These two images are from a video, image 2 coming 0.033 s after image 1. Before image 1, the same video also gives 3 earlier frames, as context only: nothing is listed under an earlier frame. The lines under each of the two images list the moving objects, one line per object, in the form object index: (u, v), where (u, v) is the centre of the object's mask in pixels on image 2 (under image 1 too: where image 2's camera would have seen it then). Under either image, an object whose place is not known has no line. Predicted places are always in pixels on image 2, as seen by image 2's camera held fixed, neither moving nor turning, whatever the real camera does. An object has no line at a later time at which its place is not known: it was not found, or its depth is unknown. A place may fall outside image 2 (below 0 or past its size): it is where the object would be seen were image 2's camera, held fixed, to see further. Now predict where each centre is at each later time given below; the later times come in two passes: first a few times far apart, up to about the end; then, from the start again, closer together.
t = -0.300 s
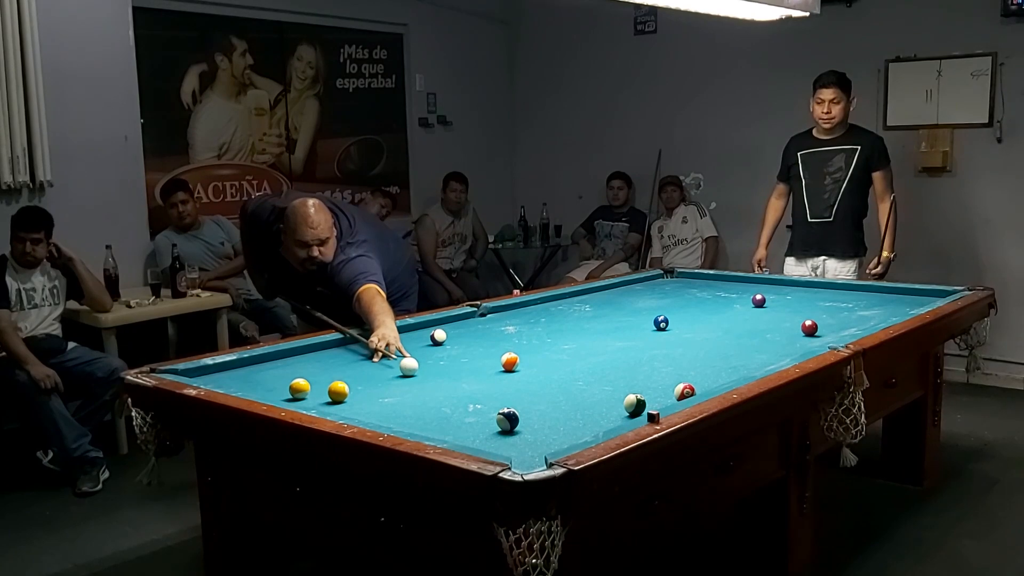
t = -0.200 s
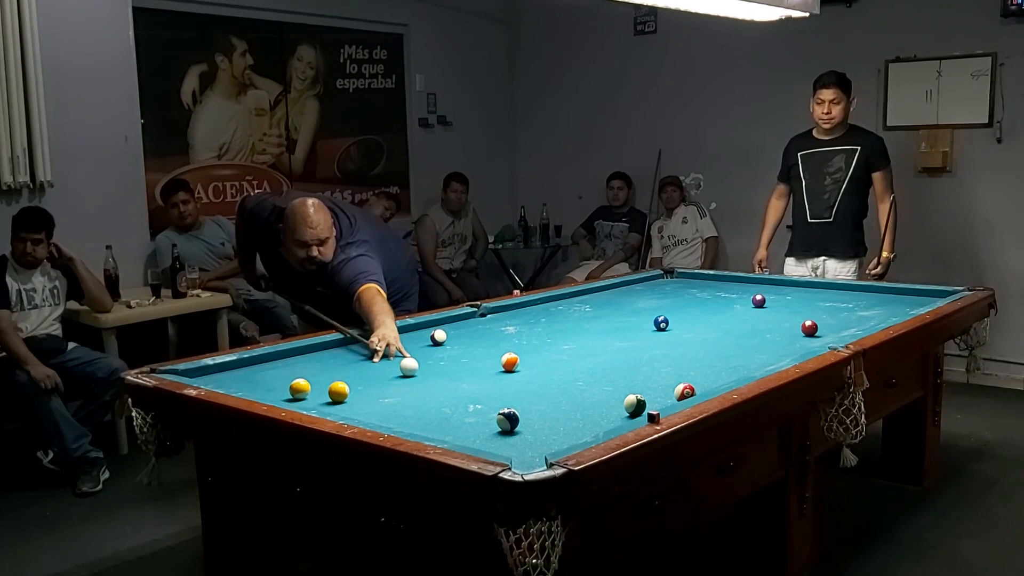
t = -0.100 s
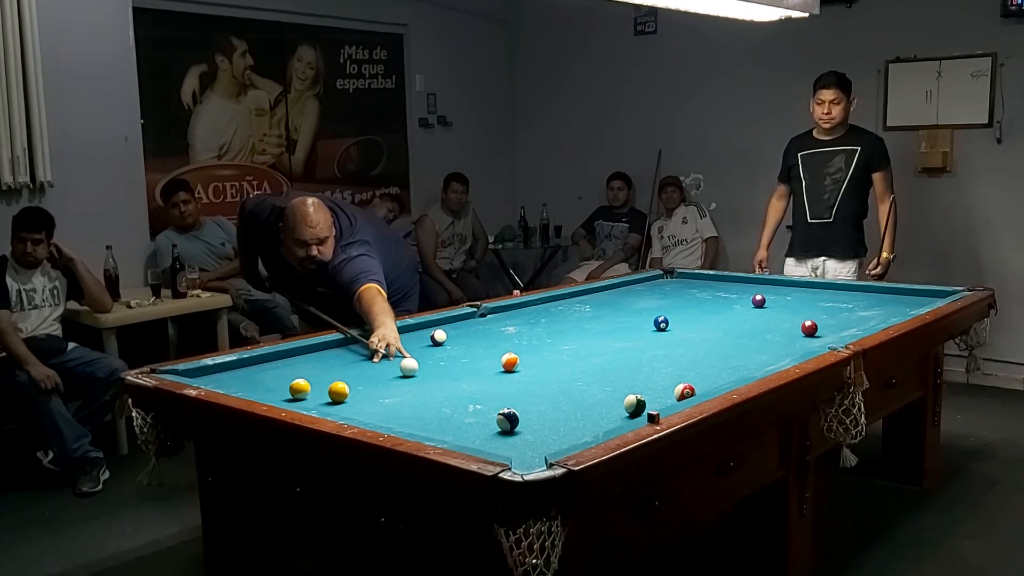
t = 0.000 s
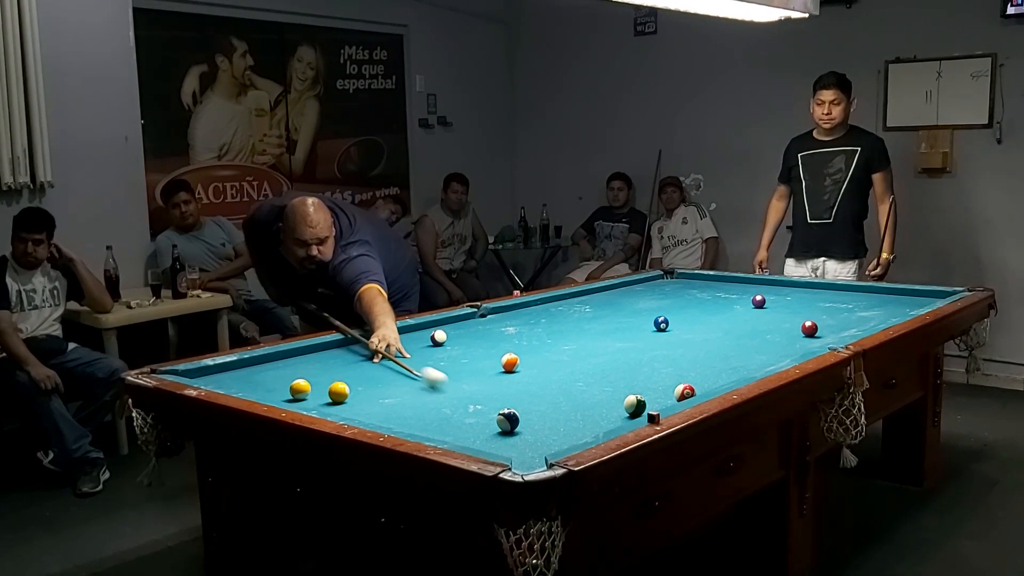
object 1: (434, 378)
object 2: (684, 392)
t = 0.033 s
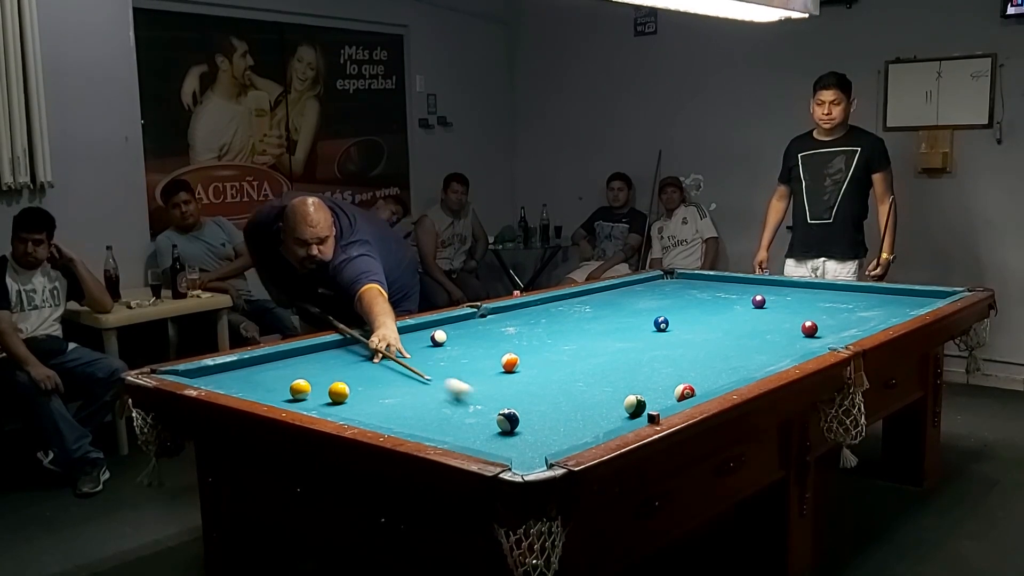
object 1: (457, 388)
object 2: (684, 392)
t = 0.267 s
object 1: (601, 409)
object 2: (684, 392)
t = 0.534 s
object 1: (644, 407)
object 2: (692, 390)
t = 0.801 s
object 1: (642, 400)
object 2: (712, 383)
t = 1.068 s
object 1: (639, 390)
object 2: (723, 378)
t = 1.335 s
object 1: (636, 382)
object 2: (732, 374)
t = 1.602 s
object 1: (633, 375)
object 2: (740, 370)
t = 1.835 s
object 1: (632, 370)
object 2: (746, 367)
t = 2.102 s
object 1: (630, 364)
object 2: (753, 364)
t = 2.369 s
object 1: (628, 359)
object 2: (760, 361)
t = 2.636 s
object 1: (627, 355)
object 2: (765, 359)
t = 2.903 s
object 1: (626, 351)
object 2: (770, 357)
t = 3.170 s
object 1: (625, 348)
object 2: (774, 355)
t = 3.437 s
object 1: (624, 345)
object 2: (778, 354)
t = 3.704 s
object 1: (622, 343)
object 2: (781, 352)
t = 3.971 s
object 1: (620, 340)
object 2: (783, 351)
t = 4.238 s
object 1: (619, 338)
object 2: (784, 351)
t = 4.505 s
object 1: (617, 337)
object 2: (785, 350)
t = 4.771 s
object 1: (615, 336)
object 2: (785, 350)
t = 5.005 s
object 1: (614, 335)
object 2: (785, 350)
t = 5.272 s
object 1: (613, 334)
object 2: (785, 350)
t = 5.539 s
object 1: (611, 334)
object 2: (785, 350)
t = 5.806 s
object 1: (610, 333)
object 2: (786, 350)
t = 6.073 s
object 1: (610, 333)
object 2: (785, 350)
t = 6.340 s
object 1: (610, 334)
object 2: (785, 350)
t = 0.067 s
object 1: (485, 401)
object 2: (684, 392)
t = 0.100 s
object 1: (511, 409)
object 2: (684, 392)
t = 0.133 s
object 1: (531, 412)
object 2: (684, 392)
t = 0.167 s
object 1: (550, 411)
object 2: (684, 392)
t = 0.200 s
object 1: (568, 411)
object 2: (684, 392)
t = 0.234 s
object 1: (585, 410)
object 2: (684, 392)
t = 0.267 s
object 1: (601, 409)
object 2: (684, 392)
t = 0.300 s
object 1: (616, 409)
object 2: (684, 392)
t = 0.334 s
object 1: (623, 410)
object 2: (684, 392)
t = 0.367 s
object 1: (629, 410)
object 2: (684, 392)
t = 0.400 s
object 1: (636, 410)
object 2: (684, 392)
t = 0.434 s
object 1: (641, 409)
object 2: (684, 392)
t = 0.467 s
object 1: (646, 408)
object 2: (685, 392)
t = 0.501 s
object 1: (645, 408)
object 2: (688, 391)
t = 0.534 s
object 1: (644, 407)
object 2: (692, 390)
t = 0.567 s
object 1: (644, 406)
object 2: (696, 389)
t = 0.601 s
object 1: (644, 406)
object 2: (699, 388)
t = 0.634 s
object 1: (644, 405)
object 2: (702, 387)
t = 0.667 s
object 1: (643, 404)
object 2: (705, 386)
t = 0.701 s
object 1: (643, 403)
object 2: (708, 385)
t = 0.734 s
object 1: (643, 402)
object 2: (710, 384)
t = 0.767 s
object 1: (642, 401)
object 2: (712, 384)
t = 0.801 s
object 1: (642, 400)
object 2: (712, 383)
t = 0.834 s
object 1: (642, 399)
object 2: (714, 382)
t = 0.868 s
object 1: (641, 396)
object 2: (716, 381)
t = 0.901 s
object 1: (640, 395)
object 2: (717, 381)
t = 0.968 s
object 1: (640, 394)
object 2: (719, 380)
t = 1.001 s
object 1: (640, 393)
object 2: (720, 379)
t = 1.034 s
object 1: (639, 391)
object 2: (722, 378)
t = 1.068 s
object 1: (639, 390)
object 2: (723, 378)
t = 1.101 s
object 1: (638, 389)
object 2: (724, 377)
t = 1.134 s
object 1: (638, 388)
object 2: (725, 377)
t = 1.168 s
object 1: (638, 387)
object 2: (726, 376)
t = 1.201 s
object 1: (637, 386)
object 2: (727, 376)
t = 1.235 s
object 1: (637, 385)
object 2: (728, 375)
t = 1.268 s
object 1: (637, 384)
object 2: (729, 375)
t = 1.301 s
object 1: (636, 383)
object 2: (730, 374)
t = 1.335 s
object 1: (636, 382)
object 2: (732, 374)
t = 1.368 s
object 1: (636, 381)
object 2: (732, 373)
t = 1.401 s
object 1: (635, 380)
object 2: (734, 373)
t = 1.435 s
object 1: (635, 379)
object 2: (735, 372)
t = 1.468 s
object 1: (635, 379)
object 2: (736, 372)
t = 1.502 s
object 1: (634, 378)
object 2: (737, 371)
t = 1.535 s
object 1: (634, 377)
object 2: (738, 371)
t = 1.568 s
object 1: (634, 376)
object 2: (739, 370)
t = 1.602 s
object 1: (633, 375)
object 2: (740, 370)
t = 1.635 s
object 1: (633, 375)
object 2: (741, 369)
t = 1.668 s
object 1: (633, 374)
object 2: (742, 369)
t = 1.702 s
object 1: (633, 373)
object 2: (742, 369)
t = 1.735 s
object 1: (632, 372)
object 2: (743, 368)
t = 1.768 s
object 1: (632, 371)
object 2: (744, 368)
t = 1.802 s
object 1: (632, 370)
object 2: (745, 367)
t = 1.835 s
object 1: (632, 370)
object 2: (746, 367)
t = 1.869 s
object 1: (631, 369)
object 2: (747, 366)
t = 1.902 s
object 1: (631, 368)
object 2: (748, 366)
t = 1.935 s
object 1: (631, 368)
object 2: (749, 366)
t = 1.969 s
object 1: (631, 367)
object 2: (750, 365)
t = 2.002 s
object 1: (630, 366)
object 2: (751, 365)
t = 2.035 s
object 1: (630, 366)
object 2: (752, 364)
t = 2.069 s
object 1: (630, 365)
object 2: (753, 364)
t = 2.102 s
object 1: (630, 364)
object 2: (753, 364)
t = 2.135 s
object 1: (630, 364)
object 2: (754, 364)
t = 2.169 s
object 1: (630, 363)
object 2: (755, 363)
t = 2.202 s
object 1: (629, 362)
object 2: (756, 363)
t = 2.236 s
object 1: (629, 362)
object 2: (757, 362)
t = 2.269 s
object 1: (629, 361)
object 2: (758, 362)
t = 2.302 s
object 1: (629, 361)
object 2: (758, 362)
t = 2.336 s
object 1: (629, 360)
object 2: (759, 361)
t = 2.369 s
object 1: (628, 359)
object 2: (760, 361)
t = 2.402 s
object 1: (628, 359)
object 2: (761, 361)
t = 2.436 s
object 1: (628, 358)
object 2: (761, 360)
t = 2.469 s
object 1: (628, 358)
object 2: (762, 360)
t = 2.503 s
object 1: (628, 357)
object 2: (763, 360)
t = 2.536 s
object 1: (628, 357)
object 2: (763, 359)
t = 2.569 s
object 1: (628, 356)
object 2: (764, 359)
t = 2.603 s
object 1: (627, 356)
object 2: (765, 359)
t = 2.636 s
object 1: (627, 355)
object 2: (765, 359)
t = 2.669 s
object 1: (627, 355)
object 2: (766, 359)
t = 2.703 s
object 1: (627, 354)
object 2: (767, 358)
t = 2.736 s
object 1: (627, 354)
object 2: (767, 358)
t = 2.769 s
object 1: (627, 353)
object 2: (768, 358)
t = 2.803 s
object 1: (627, 353)
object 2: (768, 357)
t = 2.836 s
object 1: (627, 352)
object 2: (769, 357)
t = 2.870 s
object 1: (626, 352)
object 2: (770, 357)
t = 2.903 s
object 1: (626, 351)
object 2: (770, 357)
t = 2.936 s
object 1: (626, 351)
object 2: (771, 356)
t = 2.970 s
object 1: (626, 350)
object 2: (771, 356)
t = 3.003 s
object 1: (626, 350)
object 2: (772, 356)
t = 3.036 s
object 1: (626, 349)
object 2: (772, 356)
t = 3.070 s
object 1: (626, 349)
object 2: (773, 356)
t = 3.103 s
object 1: (625, 349)
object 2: (773, 355)
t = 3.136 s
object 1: (625, 348)
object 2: (773, 355)
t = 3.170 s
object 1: (625, 348)
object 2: (774, 355)
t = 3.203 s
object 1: (625, 348)
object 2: (774, 355)
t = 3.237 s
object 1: (625, 347)
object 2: (775, 355)
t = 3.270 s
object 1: (625, 347)
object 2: (775, 354)
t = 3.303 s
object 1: (624, 346)
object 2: (776, 354)
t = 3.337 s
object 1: (624, 346)
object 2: (776, 354)
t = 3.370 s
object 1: (624, 346)
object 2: (777, 354)
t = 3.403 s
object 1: (624, 345)
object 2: (777, 354)
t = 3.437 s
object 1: (624, 345)
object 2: (778, 354)
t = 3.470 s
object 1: (624, 345)
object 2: (778, 353)
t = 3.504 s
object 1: (623, 344)
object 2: (779, 353)
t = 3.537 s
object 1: (623, 344)
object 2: (779, 353)
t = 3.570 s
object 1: (623, 344)
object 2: (779, 353)
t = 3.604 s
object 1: (623, 343)
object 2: (780, 353)
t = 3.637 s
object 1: (623, 343)
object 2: (780, 353)
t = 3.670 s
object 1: (622, 343)
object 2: (780, 352)
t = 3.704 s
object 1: (622, 343)
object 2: (781, 352)
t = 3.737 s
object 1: (622, 342)
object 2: (781, 352)
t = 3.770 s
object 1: (622, 342)
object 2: (781, 352)
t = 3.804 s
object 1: (621, 342)
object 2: (782, 352)
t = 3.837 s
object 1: (621, 342)
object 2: (782, 352)
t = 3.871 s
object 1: (621, 341)
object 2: (782, 352)
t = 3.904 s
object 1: (621, 341)
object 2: (782, 352)
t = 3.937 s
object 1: (621, 341)
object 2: (783, 352)
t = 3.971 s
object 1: (620, 340)
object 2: (783, 351)
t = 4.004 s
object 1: (620, 340)
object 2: (783, 351)
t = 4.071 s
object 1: (620, 340)
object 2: (783, 351)
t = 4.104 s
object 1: (620, 339)
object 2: (784, 351)
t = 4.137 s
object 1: (619, 339)
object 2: (784, 351)
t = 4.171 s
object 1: (619, 339)
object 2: (784, 351)
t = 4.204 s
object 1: (619, 339)
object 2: (784, 351)
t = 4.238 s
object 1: (619, 338)
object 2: (784, 351)
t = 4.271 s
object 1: (619, 338)
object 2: (784, 351)
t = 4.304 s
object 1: (618, 338)
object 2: (785, 351)
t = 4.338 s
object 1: (618, 338)
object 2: (785, 351)
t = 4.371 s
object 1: (618, 338)
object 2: (785, 351)
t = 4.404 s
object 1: (617, 338)
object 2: (785, 351)
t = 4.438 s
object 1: (617, 337)
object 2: (785, 350)
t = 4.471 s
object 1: (617, 337)
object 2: (785, 351)
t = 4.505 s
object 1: (617, 337)
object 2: (785, 350)
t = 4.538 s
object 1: (617, 336)
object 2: (785, 350)
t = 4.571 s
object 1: (616, 336)
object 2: (785, 350)
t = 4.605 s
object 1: (616, 336)
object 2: (785, 350)
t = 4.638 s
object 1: (616, 336)
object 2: (785, 350)
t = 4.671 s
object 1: (616, 336)
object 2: (785, 350)
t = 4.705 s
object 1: (616, 336)
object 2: (785, 350)
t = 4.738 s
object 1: (615, 336)
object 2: (785, 350)
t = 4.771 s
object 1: (615, 336)
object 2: (785, 350)
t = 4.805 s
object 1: (615, 335)
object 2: (785, 350)
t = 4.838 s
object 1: (615, 335)
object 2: (785, 350)
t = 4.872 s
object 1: (615, 335)
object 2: (785, 350)
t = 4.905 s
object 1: (615, 335)
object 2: (785, 350)
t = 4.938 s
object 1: (614, 335)
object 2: (785, 350)
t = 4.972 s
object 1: (614, 335)
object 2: (785, 350)
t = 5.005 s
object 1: (614, 335)
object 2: (785, 350)
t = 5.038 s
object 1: (614, 335)
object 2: (785, 350)
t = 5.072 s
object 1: (613, 335)
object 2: (785, 350)
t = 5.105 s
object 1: (613, 335)
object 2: (786, 350)
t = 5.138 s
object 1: (613, 334)
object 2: (785, 350)
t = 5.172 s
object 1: (613, 334)
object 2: (785, 350)
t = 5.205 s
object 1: (613, 334)
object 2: (785, 350)
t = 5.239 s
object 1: (613, 334)
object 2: (785, 350)
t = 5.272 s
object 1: (613, 334)
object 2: (785, 350)
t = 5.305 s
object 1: (612, 334)
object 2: (785, 350)
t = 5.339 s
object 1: (612, 334)
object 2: (785, 350)
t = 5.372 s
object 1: (612, 334)
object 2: (785, 350)
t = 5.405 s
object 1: (612, 333)
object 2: (785, 350)
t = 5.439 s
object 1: (612, 333)
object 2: (785, 350)
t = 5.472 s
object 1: (612, 334)
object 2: (785, 350)
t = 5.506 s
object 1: (612, 334)
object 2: (785, 350)
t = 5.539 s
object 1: (611, 334)
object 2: (785, 350)
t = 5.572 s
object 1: (611, 333)
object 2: (785, 350)
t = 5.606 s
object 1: (611, 334)
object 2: (785, 350)
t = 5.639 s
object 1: (611, 333)
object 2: (785, 350)
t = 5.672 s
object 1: (611, 333)
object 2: (785, 350)
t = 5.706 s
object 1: (611, 334)
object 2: (785, 350)
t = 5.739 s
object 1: (611, 333)
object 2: (785, 350)
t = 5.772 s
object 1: (611, 333)
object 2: (786, 350)
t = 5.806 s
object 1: (610, 333)
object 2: (786, 350)
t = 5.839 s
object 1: (610, 333)
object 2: (785, 350)
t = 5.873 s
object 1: (610, 333)
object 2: (785, 350)
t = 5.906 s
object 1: (610, 333)
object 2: (785, 350)
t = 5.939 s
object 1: (610, 333)
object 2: (785, 350)
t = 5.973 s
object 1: (610, 333)
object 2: (785, 350)
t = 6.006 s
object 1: (610, 333)
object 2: (785, 350)
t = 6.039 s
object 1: (610, 333)
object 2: (785, 350)
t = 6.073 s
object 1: (610, 333)
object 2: (785, 350)
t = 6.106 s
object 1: (610, 333)
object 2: (785, 350)
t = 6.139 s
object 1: (610, 333)
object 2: (785, 350)
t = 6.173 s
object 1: (610, 334)
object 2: (785, 350)
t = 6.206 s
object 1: (610, 333)
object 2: (785, 350)
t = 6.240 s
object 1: (610, 334)
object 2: (785, 350)
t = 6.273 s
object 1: (610, 334)
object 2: (785, 350)
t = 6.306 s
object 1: (610, 334)
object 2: (785, 350)
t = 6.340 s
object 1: (610, 334)
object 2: (785, 350)
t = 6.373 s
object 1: (610, 333)
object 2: (785, 350)
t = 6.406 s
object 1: (610, 333)
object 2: (785, 350)
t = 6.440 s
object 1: (610, 333)
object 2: (785, 350)
